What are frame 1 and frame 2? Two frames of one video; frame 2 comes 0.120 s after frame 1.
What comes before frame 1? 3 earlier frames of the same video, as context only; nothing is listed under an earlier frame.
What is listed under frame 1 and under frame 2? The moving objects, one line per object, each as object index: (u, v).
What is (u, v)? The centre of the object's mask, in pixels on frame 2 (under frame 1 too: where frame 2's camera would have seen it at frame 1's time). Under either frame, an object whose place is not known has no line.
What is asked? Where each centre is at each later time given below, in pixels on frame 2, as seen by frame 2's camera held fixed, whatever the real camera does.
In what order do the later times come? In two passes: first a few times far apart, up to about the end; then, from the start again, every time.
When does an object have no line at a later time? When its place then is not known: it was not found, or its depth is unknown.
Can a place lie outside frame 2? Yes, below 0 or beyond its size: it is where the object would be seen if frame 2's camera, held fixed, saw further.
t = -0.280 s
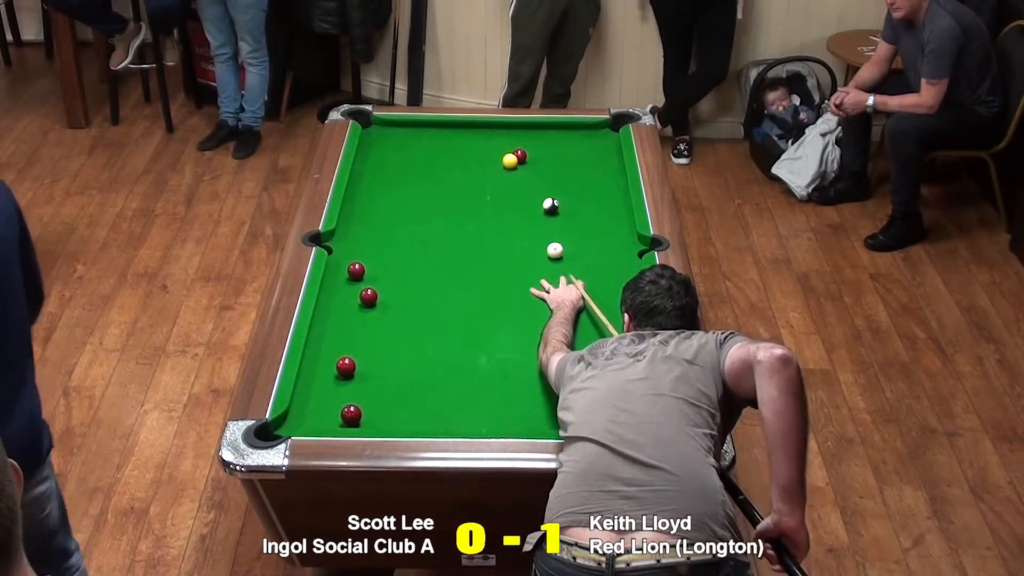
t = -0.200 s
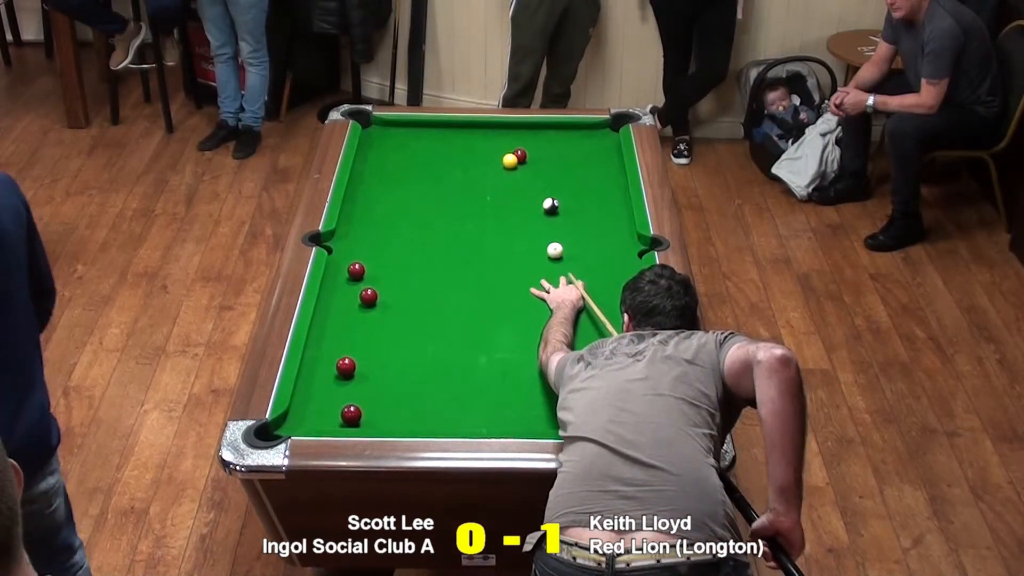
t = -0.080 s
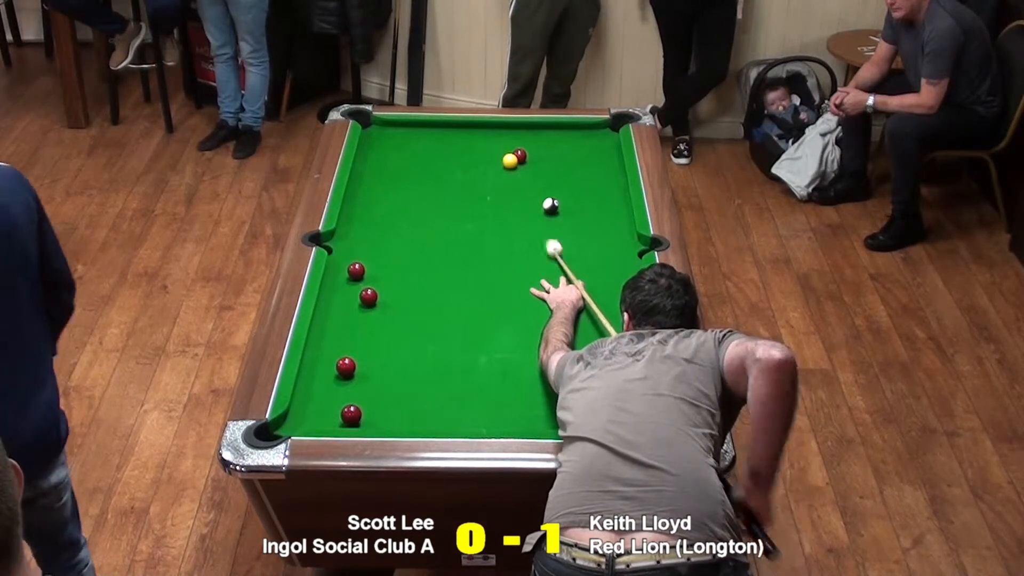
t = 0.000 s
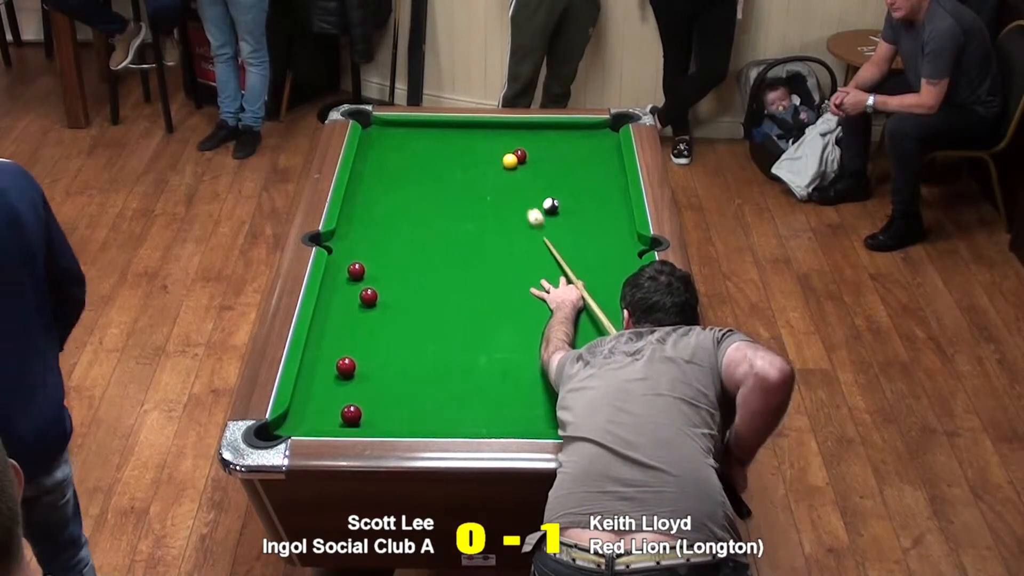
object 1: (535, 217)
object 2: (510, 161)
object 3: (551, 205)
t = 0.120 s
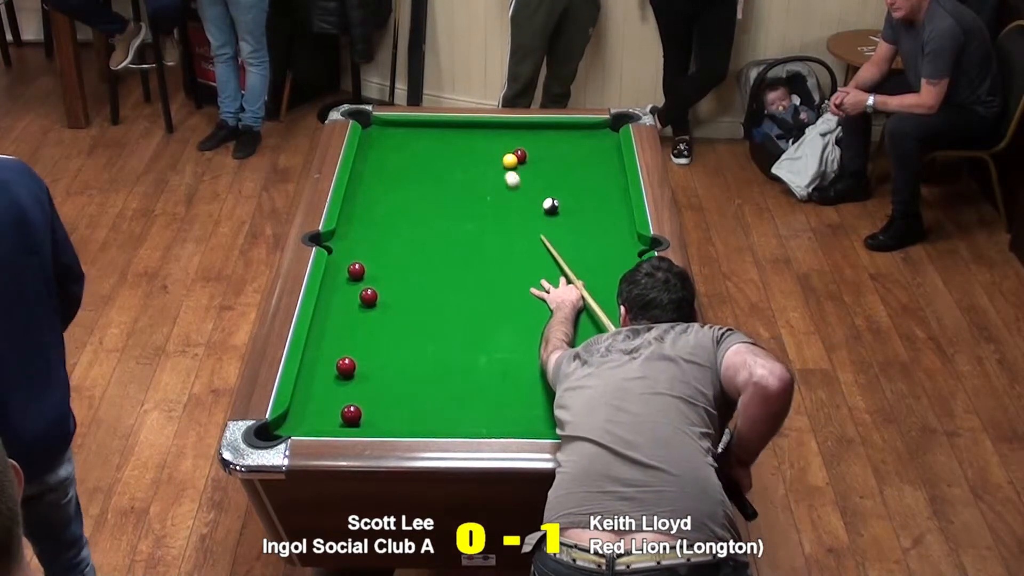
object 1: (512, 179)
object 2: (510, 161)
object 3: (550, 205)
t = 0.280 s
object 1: (476, 164)
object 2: (501, 157)
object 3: (550, 205)
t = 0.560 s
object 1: (419, 157)
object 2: (481, 149)
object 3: (550, 205)
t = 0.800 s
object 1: (372, 153)
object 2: (466, 143)
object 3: (550, 205)
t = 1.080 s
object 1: (392, 150)
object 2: (449, 137)
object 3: (550, 205)
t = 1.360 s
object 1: (425, 148)
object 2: (435, 132)
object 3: (550, 205)
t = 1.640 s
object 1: (455, 147)
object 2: (422, 127)
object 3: (551, 205)
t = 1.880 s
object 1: (479, 146)
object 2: (413, 125)
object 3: (550, 206)
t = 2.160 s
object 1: (505, 144)
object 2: (404, 127)
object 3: (549, 212)
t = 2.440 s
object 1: (529, 143)
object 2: (398, 129)
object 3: (548, 219)
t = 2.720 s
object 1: (550, 141)
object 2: (392, 130)
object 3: (547, 225)
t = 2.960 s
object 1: (566, 140)
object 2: (388, 131)
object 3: (546, 229)
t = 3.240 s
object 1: (583, 139)
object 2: (386, 131)
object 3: (547, 234)
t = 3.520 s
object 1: (598, 138)
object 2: (385, 131)
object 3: (547, 237)
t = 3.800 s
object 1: (610, 137)
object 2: (386, 131)
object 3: (546, 239)
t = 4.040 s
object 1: (608, 136)
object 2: (386, 131)
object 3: (546, 240)
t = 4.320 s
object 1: (602, 135)
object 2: (386, 131)
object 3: (546, 240)
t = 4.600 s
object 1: (598, 135)
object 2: (386, 131)
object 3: (546, 240)
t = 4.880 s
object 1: (596, 134)
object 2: (386, 131)
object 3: (546, 240)
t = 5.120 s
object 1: (595, 134)
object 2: (386, 131)
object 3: (546, 240)
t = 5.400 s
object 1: (595, 134)
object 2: (386, 131)
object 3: (546, 240)
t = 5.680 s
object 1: (596, 134)
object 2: (386, 131)
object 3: (546, 239)
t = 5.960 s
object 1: (596, 134)
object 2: (386, 131)
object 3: (546, 239)
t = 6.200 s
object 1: (596, 134)
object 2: (386, 131)
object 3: (546, 240)
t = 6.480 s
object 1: (596, 134)
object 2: (386, 131)
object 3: (546, 239)
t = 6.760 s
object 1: (596, 134)
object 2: (386, 131)
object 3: (546, 239)
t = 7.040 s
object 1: (596, 134)
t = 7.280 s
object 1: (596, 134)
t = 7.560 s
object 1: (596, 134)
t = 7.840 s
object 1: (596, 134)
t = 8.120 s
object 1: (596, 134)
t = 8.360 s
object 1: (596, 134)
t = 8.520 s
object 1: (596, 134)
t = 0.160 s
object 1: (505, 169)
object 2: (511, 159)
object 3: (550, 205)
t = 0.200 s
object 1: (495, 166)
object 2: (508, 159)
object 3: (550, 205)
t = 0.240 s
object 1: (485, 165)
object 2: (504, 158)
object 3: (550, 205)
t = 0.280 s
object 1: (476, 164)
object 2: (501, 157)
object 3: (550, 205)
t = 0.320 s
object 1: (468, 163)
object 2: (498, 156)
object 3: (550, 205)
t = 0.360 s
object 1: (459, 162)
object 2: (495, 155)
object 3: (550, 205)
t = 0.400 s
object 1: (451, 161)
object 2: (492, 154)
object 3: (550, 205)
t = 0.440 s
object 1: (443, 160)
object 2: (490, 152)
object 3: (550, 205)
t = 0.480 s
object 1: (435, 159)
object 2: (487, 151)
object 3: (550, 205)
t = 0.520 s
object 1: (427, 158)
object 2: (484, 150)
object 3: (550, 205)
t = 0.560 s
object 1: (419, 157)
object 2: (481, 149)
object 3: (550, 205)
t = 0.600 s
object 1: (411, 157)
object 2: (479, 148)
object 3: (550, 205)
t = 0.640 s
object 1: (403, 156)
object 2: (476, 147)
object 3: (550, 205)
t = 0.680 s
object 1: (395, 155)
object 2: (473, 146)
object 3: (550, 205)
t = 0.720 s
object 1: (387, 154)
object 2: (471, 145)
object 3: (551, 205)
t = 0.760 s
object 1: (380, 153)
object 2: (468, 145)
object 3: (550, 205)
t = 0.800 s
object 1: (372, 153)
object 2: (466, 143)
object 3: (550, 205)
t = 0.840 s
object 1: (365, 152)
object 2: (464, 143)
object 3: (550, 205)
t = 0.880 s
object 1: (367, 151)
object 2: (461, 142)
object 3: (551, 205)
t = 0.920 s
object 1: (372, 151)
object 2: (459, 141)
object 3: (550, 205)
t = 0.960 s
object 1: (377, 151)
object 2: (456, 140)
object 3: (550, 205)
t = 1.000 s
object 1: (382, 150)
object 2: (454, 139)
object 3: (550, 205)
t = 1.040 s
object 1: (387, 150)
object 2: (452, 138)
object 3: (550, 205)
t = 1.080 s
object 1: (392, 150)
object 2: (449, 137)
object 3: (550, 205)
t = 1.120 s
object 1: (397, 150)
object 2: (447, 136)
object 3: (550, 205)
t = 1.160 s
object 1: (401, 150)
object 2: (445, 136)
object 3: (551, 205)
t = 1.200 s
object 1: (406, 149)
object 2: (443, 135)
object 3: (550, 205)
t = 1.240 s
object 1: (411, 149)
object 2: (441, 134)
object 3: (550, 205)
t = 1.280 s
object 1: (416, 149)
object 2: (439, 133)
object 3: (550, 205)
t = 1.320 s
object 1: (420, 149)
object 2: (437, 132)
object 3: (551, 205)
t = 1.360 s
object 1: (425, 148)
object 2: (435, 132)
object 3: (550, 205)
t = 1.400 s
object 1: (429, 148)
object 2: (433, 131)
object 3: (550, 205)
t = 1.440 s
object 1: (434, 148)
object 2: (431, 130)
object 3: (550, 205)
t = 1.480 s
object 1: (438, 148)
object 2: (429, 129)
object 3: (551, 205)
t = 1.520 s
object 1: (442, 147)
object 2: (427, 129)
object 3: (550, 205)
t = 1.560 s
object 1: (447, 147)
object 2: (425, 128)
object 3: (550, 205)
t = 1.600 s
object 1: (451, 147)
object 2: (424, 127)
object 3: (550, 205)
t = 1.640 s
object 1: (455, 147)
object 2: (422, 127)
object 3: (551, 205)
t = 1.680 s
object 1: (459, 147)
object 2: (420, 126)
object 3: (551, 205)
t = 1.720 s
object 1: (463, 146)
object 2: (419, 125)
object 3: (550, 205)
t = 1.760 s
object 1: (467, 146)
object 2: (417, 125)
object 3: (550, 205)
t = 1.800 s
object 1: (471, 146)
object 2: (415, 124)
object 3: (550, 205)
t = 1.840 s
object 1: (475, 146)
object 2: (414, 125)
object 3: (550, 205)
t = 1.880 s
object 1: (479, 146)
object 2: (413, 125)
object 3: (550, 206)
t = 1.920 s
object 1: (483, 145)
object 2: (412, 125)
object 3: (550, 205)
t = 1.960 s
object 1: (487, 145)
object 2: (410, 126)
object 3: (550, 206)
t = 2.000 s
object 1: (490, 145)
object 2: (409, 126)
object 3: (550, 207)
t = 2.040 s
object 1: (494, 145)
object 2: (408, 126)
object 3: (549, 209)
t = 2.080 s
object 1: (497, 145)
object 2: (407, 127)
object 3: (549, 210)
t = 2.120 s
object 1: (501, 144)
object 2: (405, 127)
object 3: (549, 211)
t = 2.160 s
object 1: (505, 144)
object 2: (404, 127)
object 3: (549, 212)
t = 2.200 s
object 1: (508, 144)
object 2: (403, 127)
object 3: (549, 213)
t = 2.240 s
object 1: (512, 144)
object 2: (402, 128)
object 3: (549, 214)
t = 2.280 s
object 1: (515, 144)
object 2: (401, 128)
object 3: (549, 215)
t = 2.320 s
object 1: (518, 143)
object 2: (401, 128)
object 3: (548, 215)
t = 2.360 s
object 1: (522, 143)
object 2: (400, 129)
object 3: (548, 216)
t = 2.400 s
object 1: (525, 143)
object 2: (399, 129)
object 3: (548, 217)
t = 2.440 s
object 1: (529, 143)
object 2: (398, 129)
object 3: (548, 219)
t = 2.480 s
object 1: (532, 142)
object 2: (397, 129)
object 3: (548, 219)
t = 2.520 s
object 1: (535, 142)
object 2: (396, 130)
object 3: (547, 220)
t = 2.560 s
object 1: (538, 142)
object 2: (395, 130)
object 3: (548, 222)
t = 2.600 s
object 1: (541, 142)
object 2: (394, 130)
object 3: (547, 223)
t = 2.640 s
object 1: (544, 141)
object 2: (394, 130)
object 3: (547, 224)
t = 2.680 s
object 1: (547, 142)
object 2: (393, 130)
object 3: (547, 225)
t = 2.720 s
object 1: (550, 141)
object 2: (392, 130)
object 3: (547, 225)
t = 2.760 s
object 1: (553, 141)
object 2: (391, 130)
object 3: (546, 226)
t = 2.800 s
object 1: (555, 141)
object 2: (391, 130)
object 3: (546, 226)
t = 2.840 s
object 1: (558, 141)
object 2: (390, 131)
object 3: (546, 228)
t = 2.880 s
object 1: (561, 140)
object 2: (390, 131)
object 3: (547, 228)
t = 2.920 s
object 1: (564, 140)
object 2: (389, 131)
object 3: (547, 229)
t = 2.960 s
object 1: (566, 140)
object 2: (388, 131)
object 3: (546, 229)
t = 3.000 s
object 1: (569, 140)
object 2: (388, 131)
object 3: (546, 230)
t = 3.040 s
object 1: (571, 140)
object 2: (388, 131)
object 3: (546, 231)
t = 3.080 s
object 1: (574, 139)
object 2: (387, 131)
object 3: (546, 232)
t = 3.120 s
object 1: (576, 139)
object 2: (387, 131)
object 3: (547, 232)
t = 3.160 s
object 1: (578, 139)
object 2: (387, 131)
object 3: (546, 233)
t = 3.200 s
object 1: (581, 139)
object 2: (386, 131)
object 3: (547, 233)
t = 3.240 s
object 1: (583, 139)
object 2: (386, 131)
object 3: (547, 234)
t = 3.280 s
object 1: (585, 138)
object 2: (386, 131)
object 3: (547, 235)
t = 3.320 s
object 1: (587, 138)
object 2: (385, 131)
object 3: (547, 235)
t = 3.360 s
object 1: (589, 138)
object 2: (385, 131)
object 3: (546, 235)
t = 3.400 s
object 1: (592, 138)
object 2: (385, 131)
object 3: (546, 236)
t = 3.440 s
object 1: (594, 138)
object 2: (385, 131)
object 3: (546, 236)
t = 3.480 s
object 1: (596, 138)
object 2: (385, 131)
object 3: (547, 236)
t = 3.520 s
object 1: (598, 138)
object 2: (385, 131)
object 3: (547, 237)
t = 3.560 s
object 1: (599, 137)
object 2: (385, 131)
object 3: (547, 237)
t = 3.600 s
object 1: (601, 137)
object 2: (385, 131)
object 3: (546, 238)
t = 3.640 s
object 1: (603, 137)
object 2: (385, 131)
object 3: (546, 238)
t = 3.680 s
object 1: (605, 137)
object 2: (386, 131)
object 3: (546, 238)
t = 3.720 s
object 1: (607, 137)
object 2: (386, 131)
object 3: (546, 238)
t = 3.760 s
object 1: (608, 137)
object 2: (386, 131)
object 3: (546, 239)
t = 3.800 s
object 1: (610, 137)
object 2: (386, 131)
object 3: (546, 239)
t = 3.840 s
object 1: (612, 136)
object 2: (386, 131)
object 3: (546, 239)
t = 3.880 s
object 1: (612, 136)
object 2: (386, 131)
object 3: (546, 239)
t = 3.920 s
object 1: (611, 136)
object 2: (386, 131)
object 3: (546, 239)
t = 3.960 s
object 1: (610, 136)
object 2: (386, 131)
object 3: (546, 240)
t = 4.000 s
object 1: (609, 136)
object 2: (386, 131)
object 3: (546, 239)
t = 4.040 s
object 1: (608, 136)
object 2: (386, 131)
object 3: (546, 240)
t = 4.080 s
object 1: (607, 136)
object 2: (386, 131)
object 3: (546, 240)
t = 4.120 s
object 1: (606, 136)
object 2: (386, 131)
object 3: (546, 240)
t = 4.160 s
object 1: (605, 136)
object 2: (386, 131)
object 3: (546, 240)
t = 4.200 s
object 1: (605, 136)
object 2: (386, 131)
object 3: (546, 240)
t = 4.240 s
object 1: (604, 135)
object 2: (386, 131)
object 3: (546, 240)
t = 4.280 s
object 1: (603, 135)
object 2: (386, 131)
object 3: (546, 240)
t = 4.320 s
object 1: (602, 135)
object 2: (386, 131)
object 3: (546, 240)
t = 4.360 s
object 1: (601, 135)
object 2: (386, 131)
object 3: (546, 240)
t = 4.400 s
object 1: (601, 135)
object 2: (386, 131)
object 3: (546, 240)
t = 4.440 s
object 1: (600, 135)
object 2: (386, 131)
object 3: (546, 240)
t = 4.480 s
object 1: (600, 135)
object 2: (386, 131)
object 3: (546, 240)
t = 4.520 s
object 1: (599, 135)
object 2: (386, 131)
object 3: (546, 240)
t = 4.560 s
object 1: (599, 135)
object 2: (386, 131)
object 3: (546, 240)
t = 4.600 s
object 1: (598, 135)
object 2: (386, 131)
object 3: (546, 240)
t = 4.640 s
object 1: (598, 135)
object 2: (386, 131)
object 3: (546, 240)
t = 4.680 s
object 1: (597, 135)
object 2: (386, 131)
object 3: (546, 240)
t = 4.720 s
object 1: (597, 135)
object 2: (386, 131)
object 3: (546, 240)
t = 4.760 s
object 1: (597, 135)
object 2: (386, 131)
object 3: (546, 240)
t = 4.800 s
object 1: (596, 135)
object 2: (386, 131)
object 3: (546, 240)
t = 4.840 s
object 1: (596, 135)
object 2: (386, 131)
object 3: (546, 240)
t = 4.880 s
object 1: (596, 134)
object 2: (386, 131)
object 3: (546, 240)
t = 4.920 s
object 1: (595, 134)
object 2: (386, 131)
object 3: (546, 240)
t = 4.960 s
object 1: (595, 134)
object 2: (386, 131)
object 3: (546, 240)
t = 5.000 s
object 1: (595, 134)
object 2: (386, 131)
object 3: (546, 240)
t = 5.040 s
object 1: (595, 134)
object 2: (386, 131)
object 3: (546, 240)
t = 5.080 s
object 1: (595, 134)
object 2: (386, 131)
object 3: (546, 240)
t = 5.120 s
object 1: (595, 134)
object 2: (386, 131)
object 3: (546, 240)
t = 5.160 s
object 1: (595, 134)
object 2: (386, 131)
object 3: (546, 240)
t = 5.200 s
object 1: (595, 134)
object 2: (386, 131)
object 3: (546, 240)
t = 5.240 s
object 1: (595, 134)
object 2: (386, 131)
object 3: (546, 240)
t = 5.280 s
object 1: (595, 134)
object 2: (386, 131)
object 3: (546, 240)
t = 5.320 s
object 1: (595, 134)
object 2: (386, 131)
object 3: (546, 240)
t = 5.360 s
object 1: (595, 134)
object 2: (386, 131)
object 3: (546, 239)
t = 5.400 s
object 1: (595, 134)
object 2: (386, 131)
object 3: (546, 240)
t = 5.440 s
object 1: (595, 134)
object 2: (386, 131)
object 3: (546, 240)
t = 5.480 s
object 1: (595, 134)
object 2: (386, 131)
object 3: (546, 240)
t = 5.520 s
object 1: (595, 134)
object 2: (386, 131)
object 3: (546, 239)
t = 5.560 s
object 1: (596, 134)
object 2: (386, 131)
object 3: (546, 239)
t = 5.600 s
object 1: (596, 134)
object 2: (386, 131)
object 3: (546, 239)
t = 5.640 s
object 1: (596, 134)
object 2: (386, 131)
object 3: (546, 239)
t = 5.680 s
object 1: (596, 134)
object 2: (386, 131)
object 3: (546, 239)
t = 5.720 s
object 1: (596, 134)
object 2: (386, 131)
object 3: (546, 239)
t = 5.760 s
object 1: (595, 134)
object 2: (386, 131)
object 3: (546, 239)
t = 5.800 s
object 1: (596, 134)
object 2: (386, 131)
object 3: (546, 239)
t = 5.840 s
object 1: (596, 134)
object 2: (386, 131)
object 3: (546, 239)
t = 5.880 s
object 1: (596, 134)
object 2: (386, 131)
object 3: (546, 239)
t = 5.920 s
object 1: (596, 134)
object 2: (386, 131)
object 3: (546, 239)
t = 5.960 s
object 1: (596, 134)
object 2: (386, 131)
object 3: (546, 239)
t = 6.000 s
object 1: (596, 134)
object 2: (386, 131)
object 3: (546, 239)
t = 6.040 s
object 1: (596, 134)
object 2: (386, 131)
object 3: (546, 239)
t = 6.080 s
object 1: (596, 134)
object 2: (386, 131)
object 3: (546, 239)
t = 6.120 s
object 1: (596, 134)
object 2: (386, 131)
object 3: (546, 239)
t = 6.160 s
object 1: (596, 134)
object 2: (386, 131)
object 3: (546, 239)
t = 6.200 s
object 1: (596, 134)
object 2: (386, 131)
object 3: (546, 240)
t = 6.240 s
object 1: (596, 134)
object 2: (386, 131)
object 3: (546, 239)
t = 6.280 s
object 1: (596, 134)
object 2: (386, 131)
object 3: (546, 239)
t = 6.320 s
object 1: (596, 134)
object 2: (386, 131)
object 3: (546, 239)
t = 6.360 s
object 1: (596, 134)
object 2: (386, 131)
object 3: (546, 239)
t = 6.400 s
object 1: (596, 134)
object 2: (386, 131)
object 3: (546, 240)
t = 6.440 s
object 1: (596, 134)
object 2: (386, 131)
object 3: (546, 240)
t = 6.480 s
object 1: (596, 134)
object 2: (386, 131)
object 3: (546, 239)
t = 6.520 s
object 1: (596, 134)
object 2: (386, 131)
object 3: (546, 239)
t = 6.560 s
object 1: (596, 134)
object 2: (386, 131)
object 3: (546, 239)
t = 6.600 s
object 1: (596, 134)
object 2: (386, 131)
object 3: (546, 239)
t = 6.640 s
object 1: (596, 134)
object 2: (386, 131)
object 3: (546, 239)
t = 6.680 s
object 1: (596, 134)
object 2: (386, 131)
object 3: (546, 240)
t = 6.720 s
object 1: (596, 134)
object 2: (386, 131)
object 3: (546, 239)
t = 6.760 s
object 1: (596, 134)
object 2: (386, 131)
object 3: (546, 239)
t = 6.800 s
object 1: (596, 134)
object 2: (386, 131)
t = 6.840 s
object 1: (596, 134)
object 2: (386, 131)
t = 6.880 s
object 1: (596, 134)
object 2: (386, 131)
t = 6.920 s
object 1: (596, 134)
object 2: (386, 131)
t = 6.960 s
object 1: (596, 134)
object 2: (386, 131)
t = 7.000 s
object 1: (596, 134)
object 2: (386, 131)
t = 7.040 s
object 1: (596, 134)
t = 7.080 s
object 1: (596, 134)
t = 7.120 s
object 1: (596, 134)
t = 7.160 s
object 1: (596, 134)
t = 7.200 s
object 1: (596, 134)
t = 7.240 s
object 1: (596, 134)
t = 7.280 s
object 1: (596, 134)
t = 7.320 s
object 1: (596, 134)
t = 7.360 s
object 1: (596, 134)
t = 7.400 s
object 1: (596, 134)
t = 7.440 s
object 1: (596, 134)
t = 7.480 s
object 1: (596, 134)
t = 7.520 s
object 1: (596, 134)
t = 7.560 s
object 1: (596, 134)
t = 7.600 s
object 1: (596, 134)
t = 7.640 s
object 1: (596, 134)
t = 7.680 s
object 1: (596, 134)
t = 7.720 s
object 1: (596, 134)
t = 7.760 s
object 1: (596, 134)
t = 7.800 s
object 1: (596, 134)
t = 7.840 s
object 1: (596, 134)
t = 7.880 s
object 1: (596, 134)
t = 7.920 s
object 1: (596, 134)
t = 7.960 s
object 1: (596, 134)
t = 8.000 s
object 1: (596, 134)
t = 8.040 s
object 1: (596, 134)
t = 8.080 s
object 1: (596, 134)
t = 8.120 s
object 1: (596, 134)
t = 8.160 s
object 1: (596, 134)
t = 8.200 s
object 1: (596, 134)
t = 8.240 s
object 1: (596, 134)
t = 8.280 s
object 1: (596, 134)
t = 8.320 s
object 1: (596, 134)
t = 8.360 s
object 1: (596, 134)
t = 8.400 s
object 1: (596, 134)
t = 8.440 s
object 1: (596, 134)
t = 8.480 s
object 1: (596, 134)
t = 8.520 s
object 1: (596, 134)
